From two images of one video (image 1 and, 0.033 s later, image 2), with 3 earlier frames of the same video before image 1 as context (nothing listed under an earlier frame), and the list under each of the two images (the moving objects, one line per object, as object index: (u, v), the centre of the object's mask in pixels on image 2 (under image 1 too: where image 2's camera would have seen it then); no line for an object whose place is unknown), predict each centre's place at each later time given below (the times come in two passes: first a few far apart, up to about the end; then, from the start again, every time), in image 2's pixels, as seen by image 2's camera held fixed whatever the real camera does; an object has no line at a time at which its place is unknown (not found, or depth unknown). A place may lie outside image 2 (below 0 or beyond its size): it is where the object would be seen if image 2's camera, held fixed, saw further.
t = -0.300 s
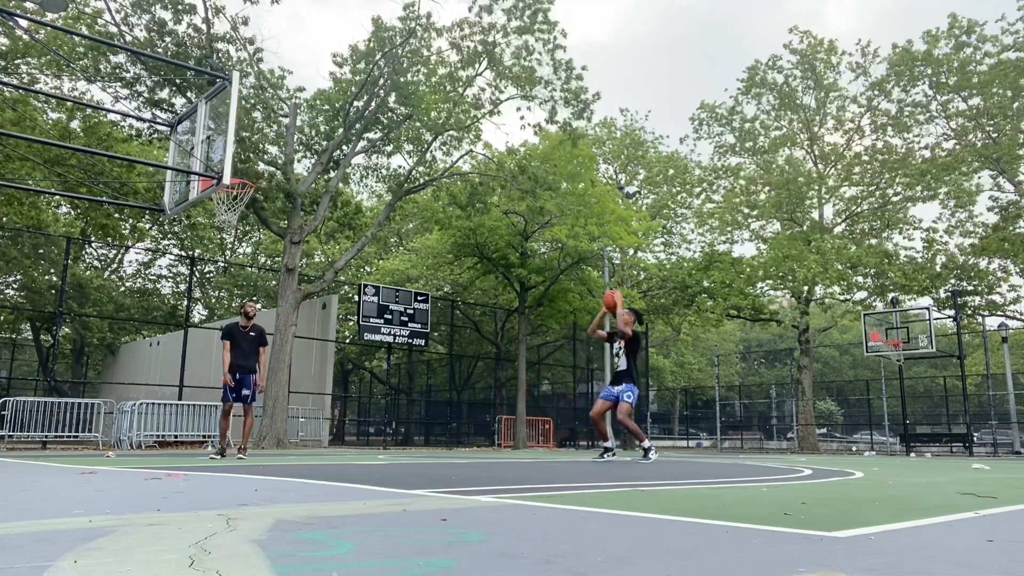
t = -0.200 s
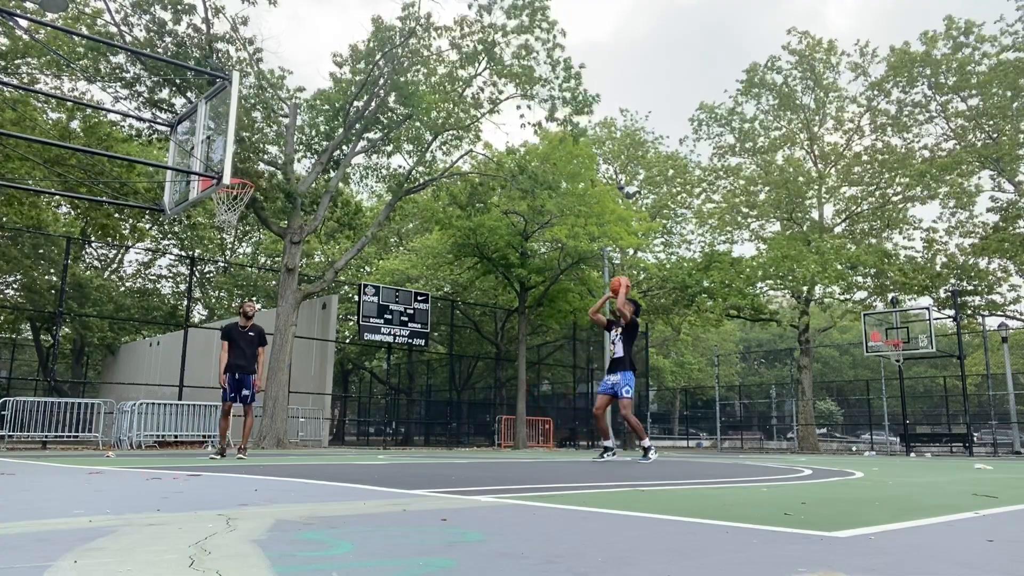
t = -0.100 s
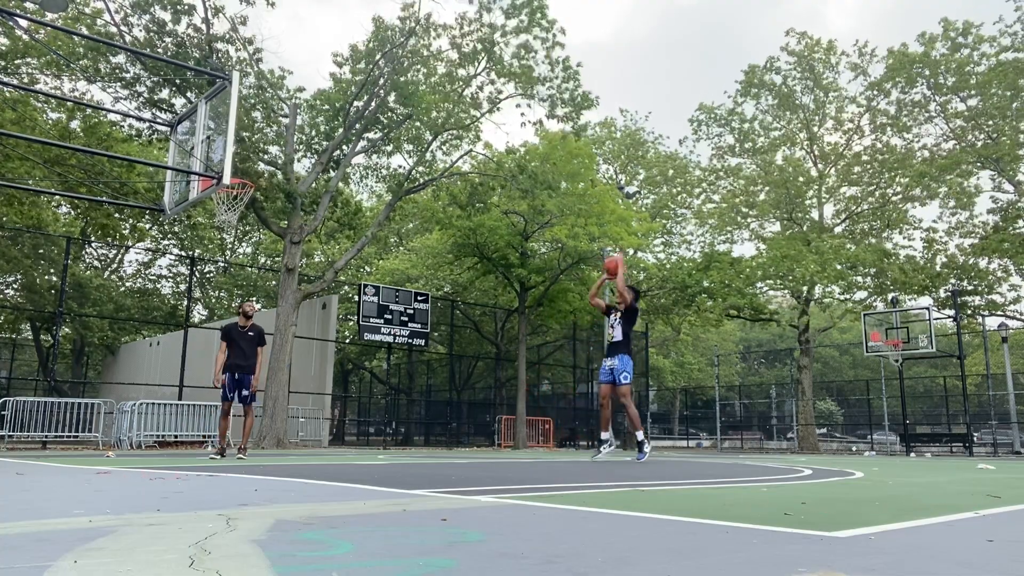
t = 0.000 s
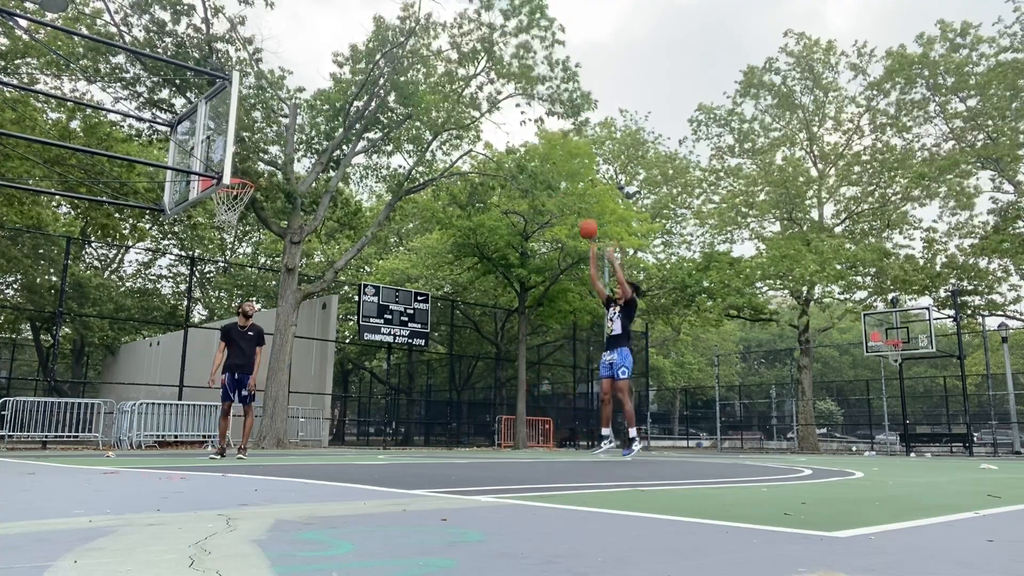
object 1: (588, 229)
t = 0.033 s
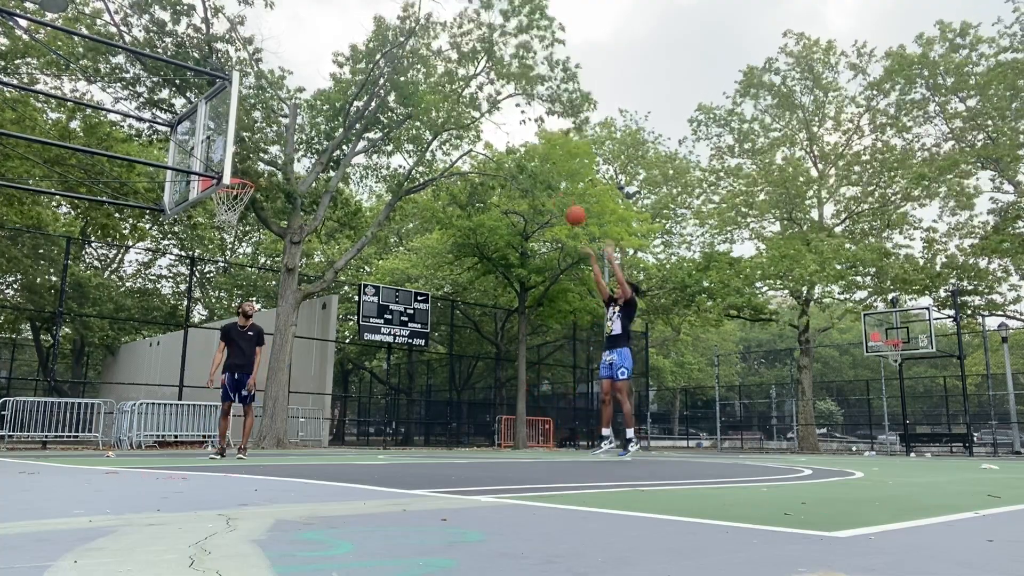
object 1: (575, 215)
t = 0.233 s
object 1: (503, 154)
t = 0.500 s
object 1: (406, 119)
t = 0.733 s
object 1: (317, 131)
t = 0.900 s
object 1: (249, 168)
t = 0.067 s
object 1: (563, 203)
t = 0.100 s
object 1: (551, 191)
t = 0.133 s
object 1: (539, 180)
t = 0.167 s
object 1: (527, 171)
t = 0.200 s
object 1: (515, 162)
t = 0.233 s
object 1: (503, 154)
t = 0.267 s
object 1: (490, 147)
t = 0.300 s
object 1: (478, 141)
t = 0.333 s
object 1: (467, 134)
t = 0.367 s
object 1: (455, 129)
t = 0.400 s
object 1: (442, 125)
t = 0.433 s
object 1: (431, 122)
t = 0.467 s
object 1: (418, 120)
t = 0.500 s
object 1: (406, 119)
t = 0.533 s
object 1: (393, 118)
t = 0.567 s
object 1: (380, 118)
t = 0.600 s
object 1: (369, 119)
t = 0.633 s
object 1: (356, 121)
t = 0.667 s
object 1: (343, 124)
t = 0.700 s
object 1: (330, 127)
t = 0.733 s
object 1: (317, 131)
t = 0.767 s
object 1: (304, 137)
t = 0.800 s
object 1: (291, 143)
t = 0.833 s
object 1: (276, 151)
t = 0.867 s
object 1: (263, 159)
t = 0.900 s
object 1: (249, 168)
